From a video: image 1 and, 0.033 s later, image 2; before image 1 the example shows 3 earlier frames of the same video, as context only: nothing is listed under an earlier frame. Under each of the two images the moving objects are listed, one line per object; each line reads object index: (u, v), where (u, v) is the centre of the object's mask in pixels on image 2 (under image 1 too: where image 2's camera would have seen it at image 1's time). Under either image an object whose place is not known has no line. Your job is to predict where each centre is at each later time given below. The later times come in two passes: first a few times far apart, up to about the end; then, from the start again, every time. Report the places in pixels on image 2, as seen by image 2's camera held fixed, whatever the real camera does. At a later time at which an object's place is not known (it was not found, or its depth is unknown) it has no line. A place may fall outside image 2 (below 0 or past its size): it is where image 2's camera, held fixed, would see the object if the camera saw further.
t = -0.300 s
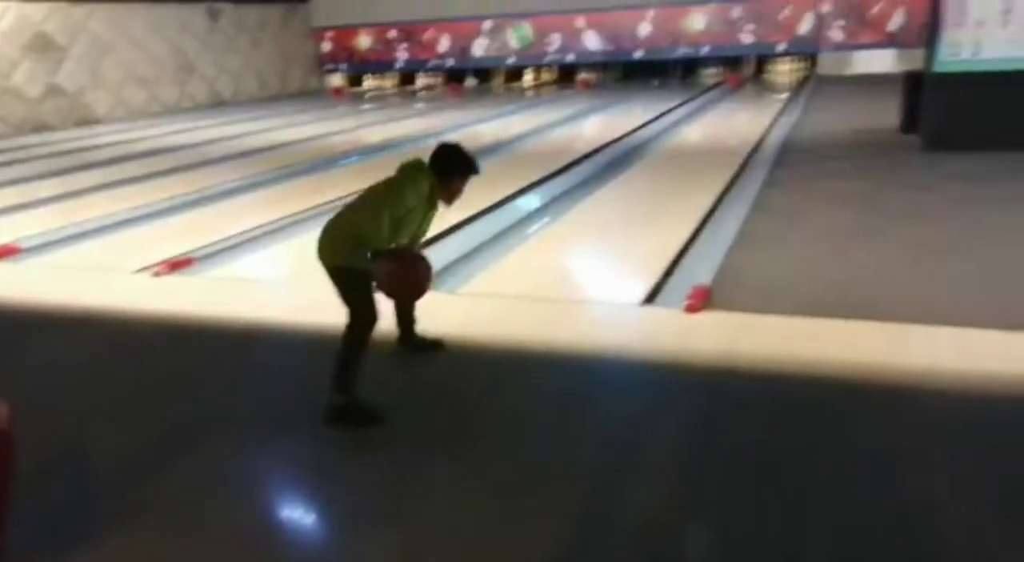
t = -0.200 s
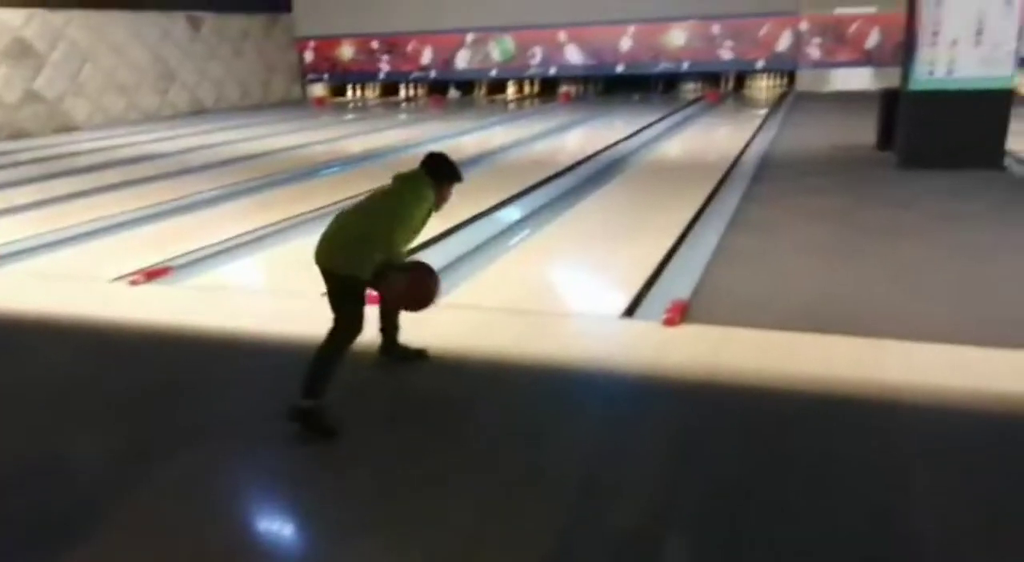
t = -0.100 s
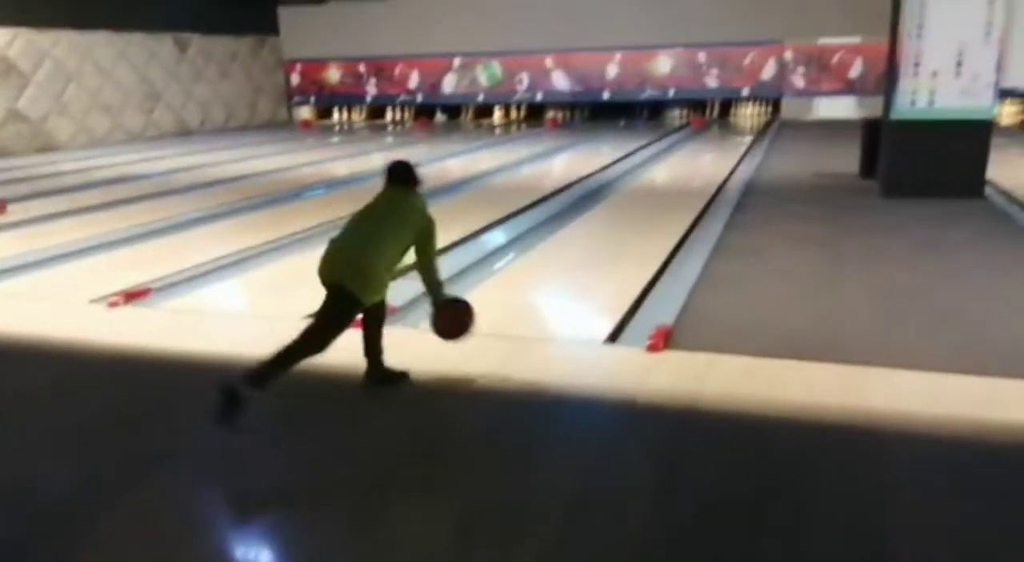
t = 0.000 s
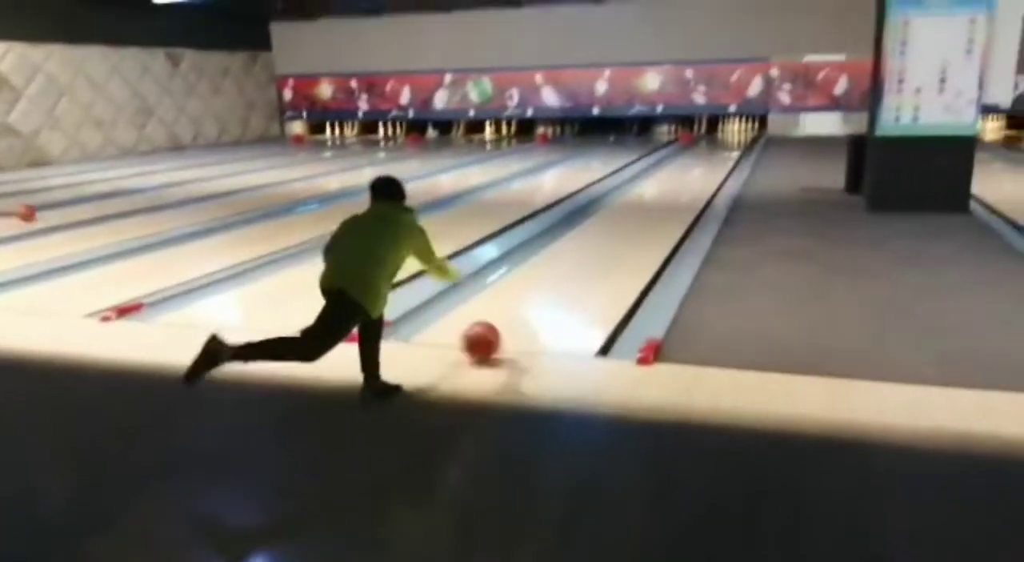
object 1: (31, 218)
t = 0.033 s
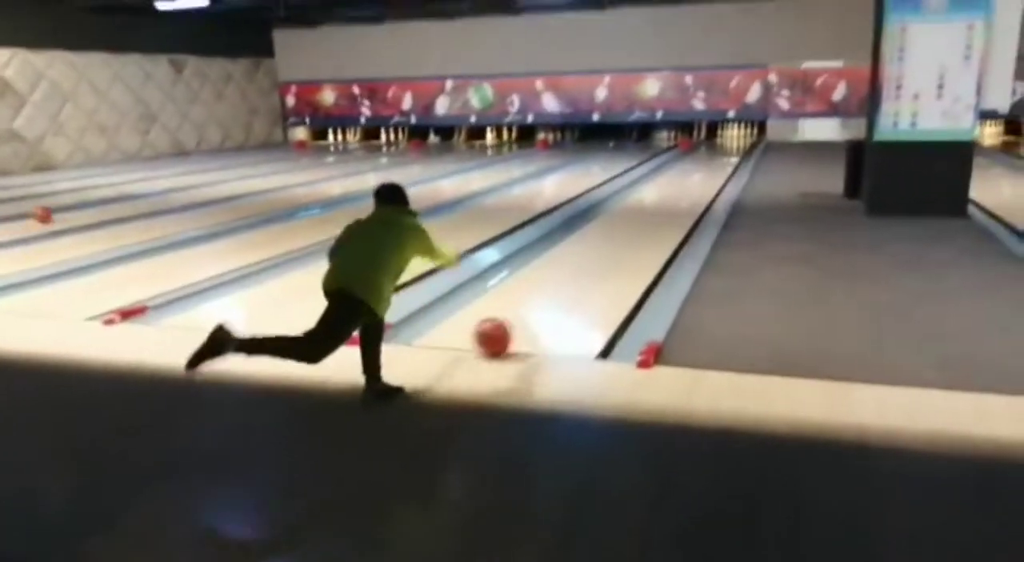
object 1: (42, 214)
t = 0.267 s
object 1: (115, 202)
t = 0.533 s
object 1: (178, 191)
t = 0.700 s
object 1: (212, 185)
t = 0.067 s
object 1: (54, 213)
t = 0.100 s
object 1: (66, 211)
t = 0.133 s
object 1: (76, 210)
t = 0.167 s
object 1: (86, 208)
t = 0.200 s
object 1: (95, 206)
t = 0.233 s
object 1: (105, 204)
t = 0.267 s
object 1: (115, 202)
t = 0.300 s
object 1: (124, 200)
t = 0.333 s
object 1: (131, 199)
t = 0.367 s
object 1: (140, 197)
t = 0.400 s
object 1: (148, 196)
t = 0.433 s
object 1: (156, 195)
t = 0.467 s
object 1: (163, 193)
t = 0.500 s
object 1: (171, 192)
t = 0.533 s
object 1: (178, 191)
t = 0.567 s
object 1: (185, 189)
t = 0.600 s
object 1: (192, 188)
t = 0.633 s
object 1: (199, 187)
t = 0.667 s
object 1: (206, 186)
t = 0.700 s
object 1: (212, 185)
